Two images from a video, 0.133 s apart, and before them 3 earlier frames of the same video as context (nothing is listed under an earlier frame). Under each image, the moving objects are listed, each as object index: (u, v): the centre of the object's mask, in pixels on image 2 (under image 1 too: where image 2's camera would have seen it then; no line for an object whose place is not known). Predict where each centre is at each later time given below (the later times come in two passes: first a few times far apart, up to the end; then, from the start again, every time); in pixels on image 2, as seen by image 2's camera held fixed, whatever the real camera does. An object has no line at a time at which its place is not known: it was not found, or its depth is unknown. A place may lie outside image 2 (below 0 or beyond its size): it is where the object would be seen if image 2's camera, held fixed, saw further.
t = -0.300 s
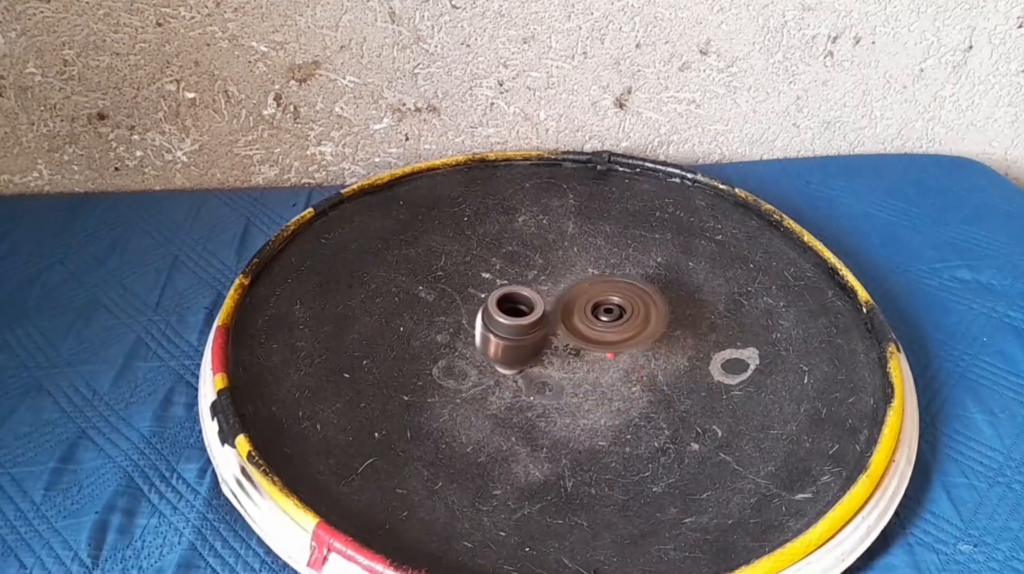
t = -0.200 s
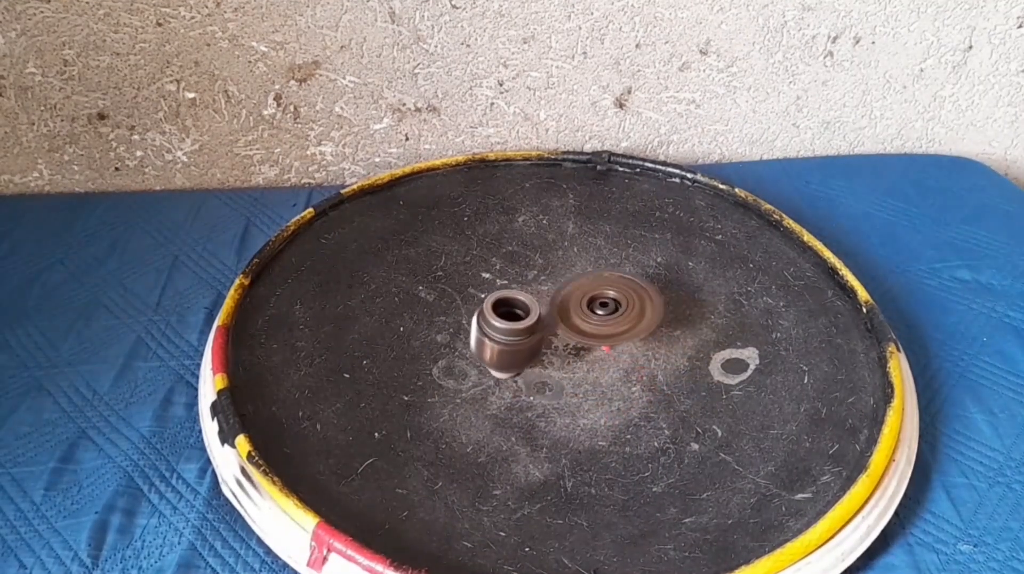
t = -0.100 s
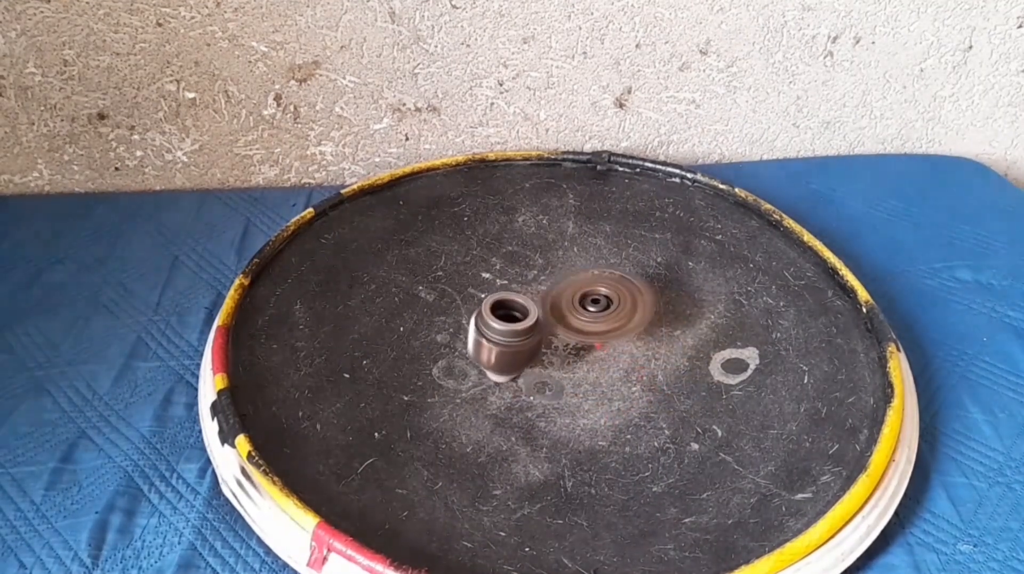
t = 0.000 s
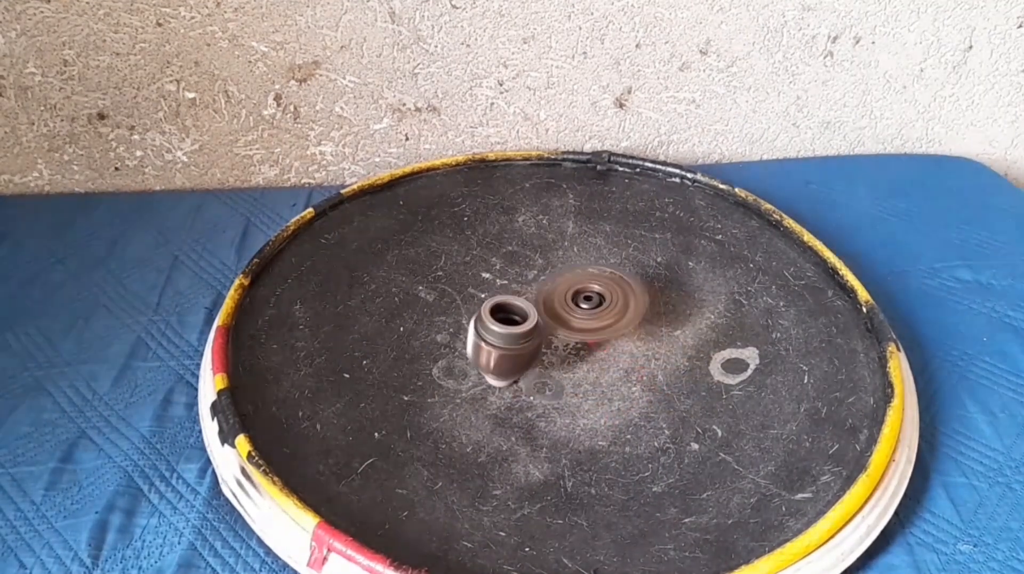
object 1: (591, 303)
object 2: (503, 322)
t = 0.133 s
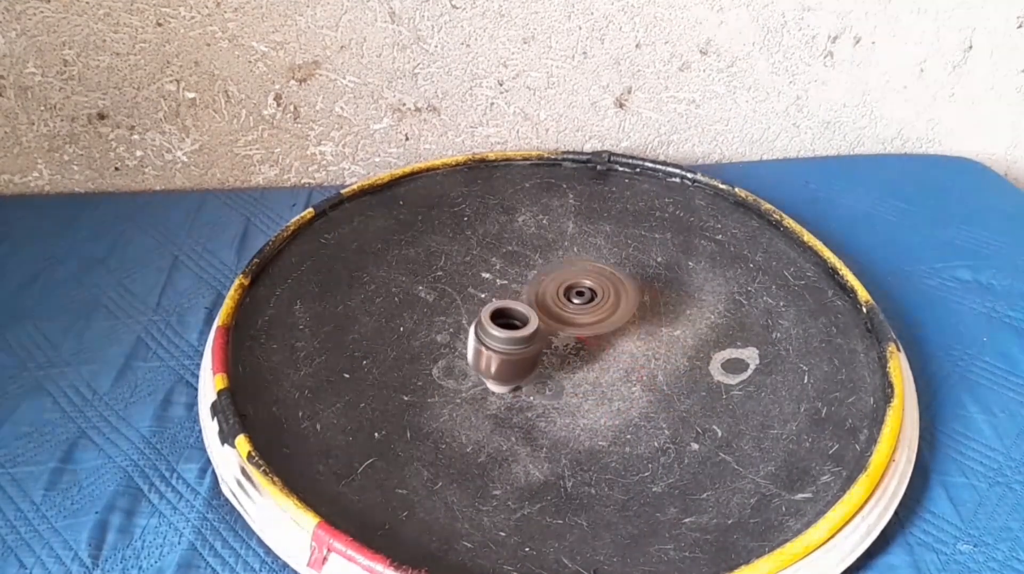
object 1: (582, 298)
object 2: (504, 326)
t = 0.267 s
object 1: (576, 294)
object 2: (509, 329)
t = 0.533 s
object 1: (564, 292)
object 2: (515, 341)
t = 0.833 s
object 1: (541, 288)
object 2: (530, 341)
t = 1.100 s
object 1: (517, 286)
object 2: (538, 338)
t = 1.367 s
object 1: (487, 290)
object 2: (543, 331)
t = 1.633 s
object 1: (466, 296)
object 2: (538, 323)
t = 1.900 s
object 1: (444, 305)
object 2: (530, 320)
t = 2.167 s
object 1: (424, 312)
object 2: (528, 322)
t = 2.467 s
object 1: (421, 334)
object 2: (536, 321)
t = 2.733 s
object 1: (412, 338)
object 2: (552, 317)
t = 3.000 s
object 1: (447, 347)
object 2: (557, 312)
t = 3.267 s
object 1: (477, 361)
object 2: (555, 307)
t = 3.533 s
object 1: (494, 382)
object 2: (550, 299)
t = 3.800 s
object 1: (510, 396)
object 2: (543, 298)
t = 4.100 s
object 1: (550, 392)
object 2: (531, 304)
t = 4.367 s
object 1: (586, 383)
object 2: (532, 307)
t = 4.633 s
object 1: (621, 369)
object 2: (530, 310)
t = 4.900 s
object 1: (665, 349)
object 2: (523, 310)
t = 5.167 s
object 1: (693, 335)
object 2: (518, 307)
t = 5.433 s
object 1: (652, 321)
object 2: (516, 312)
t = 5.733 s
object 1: (611, 297)
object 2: (508, 327)
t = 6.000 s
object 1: (592, 287)
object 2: (508, 334)
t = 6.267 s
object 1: (553, 276)
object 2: (515, 345)
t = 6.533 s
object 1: (518, 264)
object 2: (529, 351)
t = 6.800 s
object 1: (500, 288)
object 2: (540, 338)
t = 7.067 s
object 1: (482, 298)
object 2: (556, 328)
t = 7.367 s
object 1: (472, 301)
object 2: (557, 324)
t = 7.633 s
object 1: (402, 326)
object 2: (576, 320)
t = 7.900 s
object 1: (411, 361)
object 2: (574, 317)
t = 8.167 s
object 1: (398, 398)
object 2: (559, 320)
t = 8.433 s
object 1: (395, 399)
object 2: (548, 325)
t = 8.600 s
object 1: (413, 379)
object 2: (544, 333)
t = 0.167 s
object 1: (581, 296)
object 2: (506, 327)
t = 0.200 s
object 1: (579, 295)
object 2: (506, 328)
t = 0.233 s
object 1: (578, 294)
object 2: (508, 328)
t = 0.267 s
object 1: (576, 294)
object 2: (509, 329)
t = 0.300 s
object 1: (574, 294)
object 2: (504, 342)
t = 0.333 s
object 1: (572, 293)
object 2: (510, 333)
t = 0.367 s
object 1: (571, 292)
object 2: (511, 334)
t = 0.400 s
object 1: (571, 292)
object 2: (512, 335)
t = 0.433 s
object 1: (569, 292)
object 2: (511, 336)
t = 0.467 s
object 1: (568, 292)
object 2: (513, 336)
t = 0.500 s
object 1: (565, 293)
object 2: (514, 338)
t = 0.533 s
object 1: (564, 292)
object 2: (515, 341)
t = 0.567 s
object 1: (562, 291)
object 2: (516, 352)
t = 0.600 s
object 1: (560, 291)
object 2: (518, 351)
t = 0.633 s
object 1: (558, 291)
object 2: (520, 343)
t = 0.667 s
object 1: (555, 289)
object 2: (523, 351)
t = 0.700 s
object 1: (553, 288)
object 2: (524, 344)
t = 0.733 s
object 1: (549, 287)
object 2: (527, 342)
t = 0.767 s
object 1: (547, 287)
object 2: (529, 342)
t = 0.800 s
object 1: (544, 288)
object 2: (529, 341)
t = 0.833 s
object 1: (541, 288)
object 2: (530, 341)
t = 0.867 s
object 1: (538, 287)
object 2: (532, 342)
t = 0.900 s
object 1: (534, 287)
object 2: (533, 341)
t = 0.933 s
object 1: (531, 287)
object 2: (534, 341)
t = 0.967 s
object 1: (526, 286)
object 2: (535, 342)
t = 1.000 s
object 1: (524, 286)
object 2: (536, 341)
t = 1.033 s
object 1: (521, 285)
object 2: (537, 340)
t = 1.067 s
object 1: (519, 285)
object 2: (537, 339)
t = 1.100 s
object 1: (517, 286)
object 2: (538, 338)
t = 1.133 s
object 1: (513, 286)
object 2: (539, 336)
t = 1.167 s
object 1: (510, 287)
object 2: (539, 336)
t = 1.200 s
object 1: (506, 287)
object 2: (540, 335)
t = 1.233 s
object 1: (503, 287)
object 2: (540, 334)
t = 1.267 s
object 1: (500, 287)
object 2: (540, 334)
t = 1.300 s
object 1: (496, 288)
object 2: (540, 333)
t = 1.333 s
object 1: (492, 290)
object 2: (541, 333)
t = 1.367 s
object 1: (487, 290)
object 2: (543, 331)
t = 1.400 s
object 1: (484, 289)
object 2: (543, 329)
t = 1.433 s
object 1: (480, 290)
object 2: (543, 327)
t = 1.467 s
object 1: (478, 290)
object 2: (542, 326)
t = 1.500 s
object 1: (475, 291)
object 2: (542, 325)
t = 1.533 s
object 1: (473, 291)
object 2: (541, 324)
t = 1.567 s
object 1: (470, 292)
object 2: (540, 324)
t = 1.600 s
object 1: (468, 294)
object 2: (540, 323)
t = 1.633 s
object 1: (466, 296)
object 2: (538, 323)
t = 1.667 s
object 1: (463, 297)
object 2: (537, 322)
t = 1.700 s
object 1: (460, 298)
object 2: (537, 321)
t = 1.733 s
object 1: (457, 298)
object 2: (536, 320)
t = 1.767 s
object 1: (454, 299)
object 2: (534, 320)
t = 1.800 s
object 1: (451, 301)
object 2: (532, 320)
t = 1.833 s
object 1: (449, 303)
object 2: (531, 321)
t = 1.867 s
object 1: (448, 304)
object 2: (530, 321)
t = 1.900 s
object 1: (444, 305)
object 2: (530, 320)
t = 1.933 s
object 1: (437, 306)
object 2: (530, 320)
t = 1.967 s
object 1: (432, 307)
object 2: (528, 320)
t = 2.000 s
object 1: (429, 308)
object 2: (527, 321)
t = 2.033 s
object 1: (427, 309)
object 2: (528, 321)
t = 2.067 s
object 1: (426, 309)
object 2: (528, 321)
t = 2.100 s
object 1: (425, 310)
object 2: (528, 321)
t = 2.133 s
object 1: (424, 311)
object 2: (527, 322)
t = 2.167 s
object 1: (424, 312)
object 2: (528, 322)
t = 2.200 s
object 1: (424, 314)
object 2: (528, 323)
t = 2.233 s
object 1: (425, 316)
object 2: (528, 323)
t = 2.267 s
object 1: (426, 318)
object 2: (529, 323)
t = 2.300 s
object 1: (429, 320)
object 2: (529, 323)
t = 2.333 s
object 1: (432, 323)
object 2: (529, 324)
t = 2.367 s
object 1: (437, 325)
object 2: (530, 323)
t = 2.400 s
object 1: (432, 328)
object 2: (532, 323)
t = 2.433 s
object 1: (427, 332)
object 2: (536, 321)
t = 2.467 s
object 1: (421, 334)
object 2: (536, 321)
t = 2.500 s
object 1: (418, 335)
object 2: (538, 321)
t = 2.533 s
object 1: (416, 336)
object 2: (541, 320)
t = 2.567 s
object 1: (414, 336)
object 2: (544, 320)
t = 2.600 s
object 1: (412, 337)
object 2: (547, 319)
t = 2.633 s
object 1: (411, 337)
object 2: (549, 318)
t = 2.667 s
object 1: (411, 338)
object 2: (550, 319)
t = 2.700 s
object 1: (411, 338)
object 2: (551, 318)
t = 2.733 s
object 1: (412, 338)
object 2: (552, 317)
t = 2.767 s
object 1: (413, 338)
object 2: (554, 316)
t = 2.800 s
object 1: (416, 339)
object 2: (555, 315)
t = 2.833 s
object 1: (418, 340)
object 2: (556, 315)
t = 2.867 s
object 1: (423, 342)
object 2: (556, 315)
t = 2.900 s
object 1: (428, 343)
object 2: (557, 313)
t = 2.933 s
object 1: (433, 344)
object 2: (557, 312)
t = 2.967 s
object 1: (440, 346)
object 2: (557, 312)
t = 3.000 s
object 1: (447, 347)
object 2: (557, 312)
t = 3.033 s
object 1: (454, 348)
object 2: (557, 311)
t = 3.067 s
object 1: (461, 348)
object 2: (557, 311)
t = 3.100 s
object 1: (469, 349)
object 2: (559, 311)
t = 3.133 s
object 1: (471, 351)
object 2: (557, 311)
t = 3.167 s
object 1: (473, 354)
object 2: (556, 309)
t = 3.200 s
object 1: (476, 356)
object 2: (555, 309)
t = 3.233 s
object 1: (476, 359)
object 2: (555, 308)
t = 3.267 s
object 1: (477, 361)
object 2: (555, 307)
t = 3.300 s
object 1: (481, 363)
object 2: (555, 306)
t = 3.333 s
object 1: (483, 364)
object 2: (555, 305)
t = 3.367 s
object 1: (486, 365)
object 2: (555, 304)
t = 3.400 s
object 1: (489, 366)
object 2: (554, 304)
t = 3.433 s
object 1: (492, 370)
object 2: (554, 303)
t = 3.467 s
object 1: (493, 374)
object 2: (552, 300)
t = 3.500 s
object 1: (494, 379)
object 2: (550, 299)
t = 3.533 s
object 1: (494, 382)
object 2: (550, 299)
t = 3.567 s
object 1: (496, 386)
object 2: (550, 298)
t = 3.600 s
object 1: (497, 388)
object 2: (549, 297)
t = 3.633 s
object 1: (498, 390)
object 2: (548, 297)
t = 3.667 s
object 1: (499, 392)
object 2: (548, 297)
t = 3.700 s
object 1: (503, 394)
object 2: (547, 297)
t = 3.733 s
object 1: (505, 396)
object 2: (546, 297)
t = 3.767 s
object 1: (507, 396)
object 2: (545, 297)
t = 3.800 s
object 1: (510, 396)
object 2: (543, 298)
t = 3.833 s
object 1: (513, 396)
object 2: (543, 299)
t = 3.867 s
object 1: (517, 396)
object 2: (541, 299)
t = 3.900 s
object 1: (520, 395)
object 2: (540, 300)
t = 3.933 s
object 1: (525, 393)
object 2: (539, 301)
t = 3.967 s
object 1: (529, 391)
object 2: (537, 302)
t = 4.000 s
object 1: (534, 389)
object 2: (536, 303)
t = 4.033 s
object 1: (539, 387)
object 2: (533, 310)
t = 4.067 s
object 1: (546, 390)
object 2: (532, 303)
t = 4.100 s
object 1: (550, 392)
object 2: (531, 304)
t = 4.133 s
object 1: (556, 392)
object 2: (531, 306)
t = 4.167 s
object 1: (560, 392)
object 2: (534, 306)
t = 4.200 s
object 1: (565, 392)
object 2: (535, 305)
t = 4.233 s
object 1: (568, 391)
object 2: (533, 304)
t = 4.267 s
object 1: (573, 389)
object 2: (532, 305)
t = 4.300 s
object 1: (577, 388)
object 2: (532, 305)
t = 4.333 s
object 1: (581, 385)
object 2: (532, 307)
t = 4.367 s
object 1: (586, 383)
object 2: (532, 307)
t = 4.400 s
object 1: (593, 383)
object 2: (530, 307)
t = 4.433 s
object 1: (598, 382)
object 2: (528, 309)
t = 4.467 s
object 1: (603, 380)
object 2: (529, 309)
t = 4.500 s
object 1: (608, 378)
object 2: (531, 308)
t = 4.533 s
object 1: (611, 377)
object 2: (531, 308)
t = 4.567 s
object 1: (615, 375)
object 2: (529, 308)
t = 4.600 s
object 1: (618, 373)
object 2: (528, 309)
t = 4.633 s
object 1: (621, 369)
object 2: (530, 310)
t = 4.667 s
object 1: (621, 367)
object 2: (531, 310)
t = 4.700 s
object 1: (623, 363)
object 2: (531, 310)
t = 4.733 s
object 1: (625, 360)
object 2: (530, 310)
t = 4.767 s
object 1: (627, 357)
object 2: (529, 311)
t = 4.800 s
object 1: (631, 354)
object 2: (528, 311)
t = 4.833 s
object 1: (646, 352)
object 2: (525, 312)
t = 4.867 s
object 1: (656, 350)
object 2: (525, 311)
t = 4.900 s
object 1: (665, 349)
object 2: (523, 310)
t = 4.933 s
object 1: (672, 347)
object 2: (522, 308)
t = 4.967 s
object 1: (679, 345)
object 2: (520, 309)
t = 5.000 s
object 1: (685, 343)
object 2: (520, 309)
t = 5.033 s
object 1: (689, 342)
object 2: (519, 308)
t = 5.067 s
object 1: (692, 339)
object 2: (519, 307)
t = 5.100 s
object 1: (695, 338)
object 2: (518, 308)
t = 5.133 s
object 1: (694, 336)
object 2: (518, 308)
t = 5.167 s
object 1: (693, 335)
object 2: (518, 307)
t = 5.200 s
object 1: (692, 333)
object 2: (517, 307)
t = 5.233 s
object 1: (689, 331)
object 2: (516, 308)
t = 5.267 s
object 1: (685, 329)
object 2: (516, 309)
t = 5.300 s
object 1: (680, 327)
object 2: (516, 309)
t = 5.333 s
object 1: (674, 325)
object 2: (516, 310)
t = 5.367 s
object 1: (668, 324)
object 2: (517, 310)
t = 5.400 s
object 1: (659, 322)
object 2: (516, 311)
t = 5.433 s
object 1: (652, 321)
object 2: (516, 312)
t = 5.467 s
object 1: (643, 320)
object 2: (516, 314)
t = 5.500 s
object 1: (635, 318)
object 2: (516, 315)
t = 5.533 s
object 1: (626, 317)
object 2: (515, 316)
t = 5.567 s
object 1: (617, 316)
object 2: (514, 319)
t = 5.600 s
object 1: (613, 311)
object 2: (512, 332)
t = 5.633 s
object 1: (613, 307)
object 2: (509, 334)
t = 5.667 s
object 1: (613, 302)
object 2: (511, 325)
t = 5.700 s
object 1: (613, 301)
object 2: (510, 326)
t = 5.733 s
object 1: (611, 297)
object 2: (508, 327)
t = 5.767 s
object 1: (610, 295)
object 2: (506, 328)
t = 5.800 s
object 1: (608, 294)
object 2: (507, 329)
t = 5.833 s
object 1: (607, 292)
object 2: (507, 330)
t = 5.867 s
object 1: (603, 289)
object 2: (506, 331)
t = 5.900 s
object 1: (601, 287)
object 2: (506, 332)
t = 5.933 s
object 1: (597, 288)
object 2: (507, 332)
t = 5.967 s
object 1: (593, 287)
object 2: (507, 333)
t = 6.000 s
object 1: (592, 287)
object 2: (508, 334)
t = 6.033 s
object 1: (587, 287)
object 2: (509, 334)
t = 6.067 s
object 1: (584, 287)
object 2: (509, 333)
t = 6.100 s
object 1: (579, 289)
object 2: (509, 334)
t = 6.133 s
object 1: (574, 290)
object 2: (509, 335)
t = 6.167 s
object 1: (571, 293)
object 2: (509, 335)
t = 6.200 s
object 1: (568, 294)
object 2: (510, 335)
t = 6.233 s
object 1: (559, 284)
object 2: (510, 343)
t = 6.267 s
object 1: (553, 276)
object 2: (515, 345)
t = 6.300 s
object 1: (544, 272)
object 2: (519, 347)
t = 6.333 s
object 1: (539, 269)
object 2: (518, 360)
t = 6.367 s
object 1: (535, 268)
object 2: (521, 349)
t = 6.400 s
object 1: (529, 268)
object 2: (523, 350)
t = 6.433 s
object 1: (527, 267)
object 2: (523, 352)
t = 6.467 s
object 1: (524, 267)
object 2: (527, 361)
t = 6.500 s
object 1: (522, 265)
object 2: (529, 350)
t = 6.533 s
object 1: (518, 264)
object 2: (529, 351)
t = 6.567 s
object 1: (512, 265)
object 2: (533, 348)
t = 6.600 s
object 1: (508, 267)
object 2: (535, 347)
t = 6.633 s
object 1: (505, 272)
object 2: (536, 346)
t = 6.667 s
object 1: (503, 276)
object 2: (536, 347)
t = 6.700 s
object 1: (502, 279)
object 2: (538, 344)
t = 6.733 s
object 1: (500, 282)
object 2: (539, 342)
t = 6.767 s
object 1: (499, 285)
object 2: (540, 341)
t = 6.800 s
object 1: (500, 288)
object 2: (540, 338)
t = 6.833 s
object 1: (498, 292)
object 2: (541, 336)
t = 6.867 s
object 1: (496, 290)
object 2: (545, 335)
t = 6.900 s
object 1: (494, 290)
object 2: (549, 333)
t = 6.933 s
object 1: (491, 291)
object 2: (549, 332)
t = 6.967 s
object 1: (490, 293)
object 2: (548, 331)
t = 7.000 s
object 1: (490, 295)
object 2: (550, 331)
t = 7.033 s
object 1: (484, 296)
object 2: (554, 330)
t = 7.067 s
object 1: (482, 298)
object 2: (556, 328)
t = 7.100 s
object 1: (482, 298)
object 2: (556, 327)
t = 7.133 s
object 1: (482, 297)
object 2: (556, 326)
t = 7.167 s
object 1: (483, 296)
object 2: (556, 326)
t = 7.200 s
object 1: (484, 295)
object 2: (556, 325)
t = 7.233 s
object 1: (483, 295)
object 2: (556, 324)
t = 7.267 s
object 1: (481, 295)
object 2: (556, 323)
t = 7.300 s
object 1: (479, 297)
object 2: (555, 323)
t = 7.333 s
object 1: (479, 300)
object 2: (555, 323)
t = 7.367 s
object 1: (472, 301)
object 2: (557, 324)
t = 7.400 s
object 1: (447, 303)
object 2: (565, 332)
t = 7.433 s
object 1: (430, 306)
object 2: (571, 321)
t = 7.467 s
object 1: (417, 310)
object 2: (571, 319)
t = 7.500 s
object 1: (408, 316)
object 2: (570, 319)
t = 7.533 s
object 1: (405, 320)
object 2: (572, 320)
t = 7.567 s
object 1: (401, 320)
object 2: (573, 320)
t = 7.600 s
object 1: (400, 323)
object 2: (575, 320)
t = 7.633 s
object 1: (402, 326)
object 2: (576, 320)
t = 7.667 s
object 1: (405, 328)
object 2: (577, 319)
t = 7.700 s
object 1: (406, 331)
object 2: (577, 318)
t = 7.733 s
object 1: (406, 335)
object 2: (577, 318)
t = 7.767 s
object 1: (407, 340)
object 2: (577, 318)
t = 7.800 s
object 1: (409, 347)
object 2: (577, 317)
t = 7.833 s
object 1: (410, 352)
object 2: (575, 316)
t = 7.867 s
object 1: (410, 356)
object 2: (575, 317)
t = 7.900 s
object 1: (411, 361)
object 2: (574, 317)
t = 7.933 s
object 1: (410, 367)
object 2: (572, 318)
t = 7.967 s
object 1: (410, 374)
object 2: (570, 316)
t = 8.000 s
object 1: (408, 380)
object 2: (569, 316)
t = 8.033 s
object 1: (406, 385)
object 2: (567, 317)
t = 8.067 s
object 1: (404, 390)
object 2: (564, 317)
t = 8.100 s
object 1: (402, 394)
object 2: (562, 319)
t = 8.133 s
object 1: (400, 397)
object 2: (560, 320)
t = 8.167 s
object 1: (398, 398)
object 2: (559, 320)
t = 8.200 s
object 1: (396, 400)
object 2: (557, 320)
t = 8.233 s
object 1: (395, 401)
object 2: (555, 320)
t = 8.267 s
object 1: (394, 401)
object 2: (553, 321)
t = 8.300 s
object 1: (393, 401)
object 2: (552, 322)
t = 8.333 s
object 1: (392, 401)
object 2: (551, 322)
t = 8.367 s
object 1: (392, 401)
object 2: (550, 324)
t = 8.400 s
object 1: (393, 400)
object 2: (549, 324)
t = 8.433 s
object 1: (395, 399)
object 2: (548, 325)
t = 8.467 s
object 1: (398, 397)
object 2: (547, 325)
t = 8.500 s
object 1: (402, 394)
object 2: (545, 327)
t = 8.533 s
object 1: (408, 390)
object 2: (544, 329)
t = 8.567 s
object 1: (411, 384)
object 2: (543, 332)
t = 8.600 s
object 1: (413, 379)
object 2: (544, 333)
